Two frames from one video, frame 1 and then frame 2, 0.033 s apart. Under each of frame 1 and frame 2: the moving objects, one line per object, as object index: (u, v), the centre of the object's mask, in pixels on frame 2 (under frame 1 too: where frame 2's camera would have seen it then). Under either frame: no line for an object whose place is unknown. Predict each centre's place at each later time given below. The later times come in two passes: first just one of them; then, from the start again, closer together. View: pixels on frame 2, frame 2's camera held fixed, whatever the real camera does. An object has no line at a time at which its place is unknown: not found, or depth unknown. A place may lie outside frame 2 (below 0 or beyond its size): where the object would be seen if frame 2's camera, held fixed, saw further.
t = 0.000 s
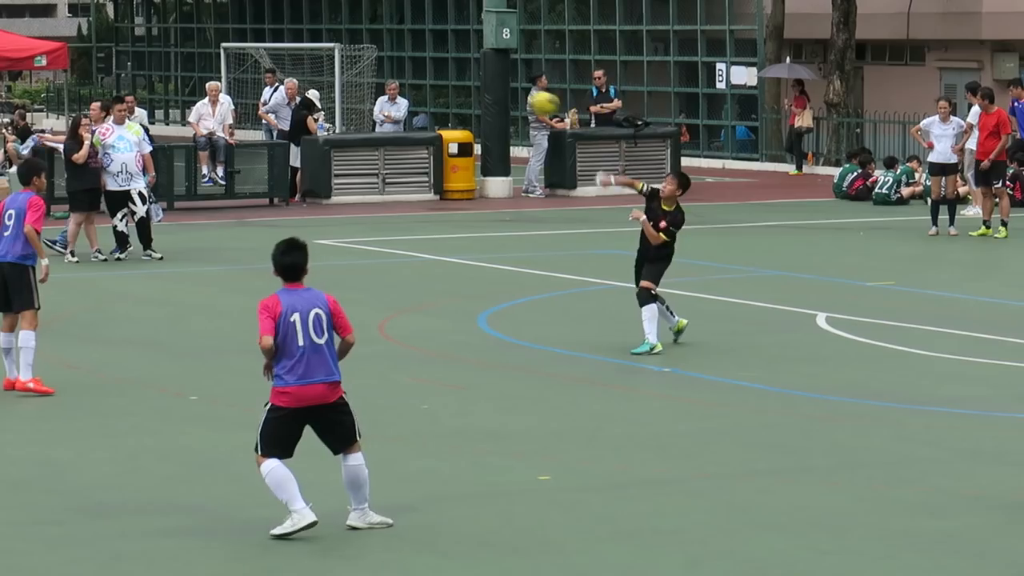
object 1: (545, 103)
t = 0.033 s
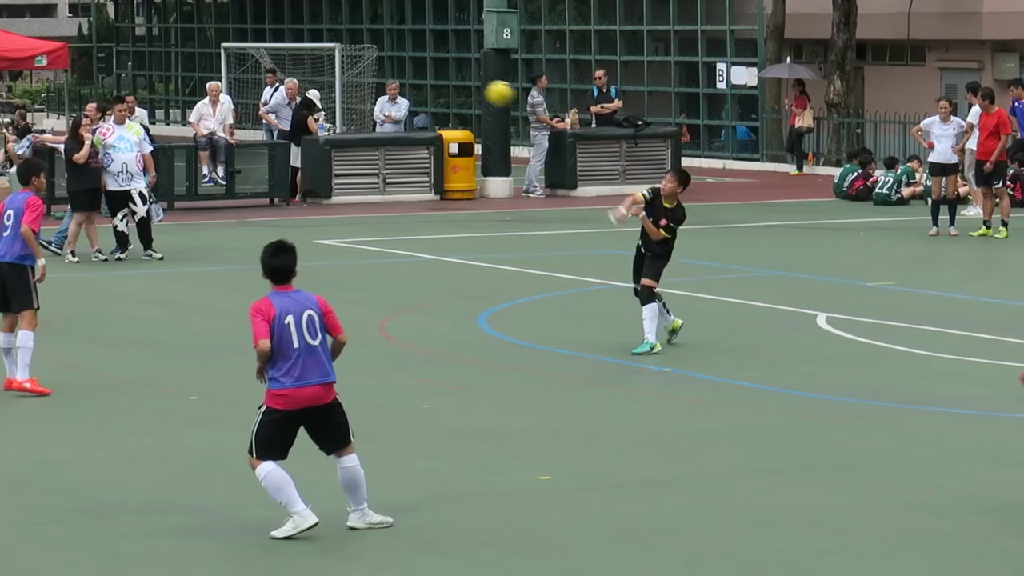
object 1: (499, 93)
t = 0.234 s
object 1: (216, 50)
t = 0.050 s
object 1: (478, 89)
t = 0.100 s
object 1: (410, 75)
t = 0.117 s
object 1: (386, 71)
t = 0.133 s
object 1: (362, 66)
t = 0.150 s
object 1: (338, 63)
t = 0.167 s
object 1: (314, 61)
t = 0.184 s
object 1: (289, 57)
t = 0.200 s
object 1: (266, 55)
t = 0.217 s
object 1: (242, 52)
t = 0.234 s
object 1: (216, 50)
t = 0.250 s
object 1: (193, 48)
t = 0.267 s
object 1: (168, 46)
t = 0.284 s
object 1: (143, 45)
